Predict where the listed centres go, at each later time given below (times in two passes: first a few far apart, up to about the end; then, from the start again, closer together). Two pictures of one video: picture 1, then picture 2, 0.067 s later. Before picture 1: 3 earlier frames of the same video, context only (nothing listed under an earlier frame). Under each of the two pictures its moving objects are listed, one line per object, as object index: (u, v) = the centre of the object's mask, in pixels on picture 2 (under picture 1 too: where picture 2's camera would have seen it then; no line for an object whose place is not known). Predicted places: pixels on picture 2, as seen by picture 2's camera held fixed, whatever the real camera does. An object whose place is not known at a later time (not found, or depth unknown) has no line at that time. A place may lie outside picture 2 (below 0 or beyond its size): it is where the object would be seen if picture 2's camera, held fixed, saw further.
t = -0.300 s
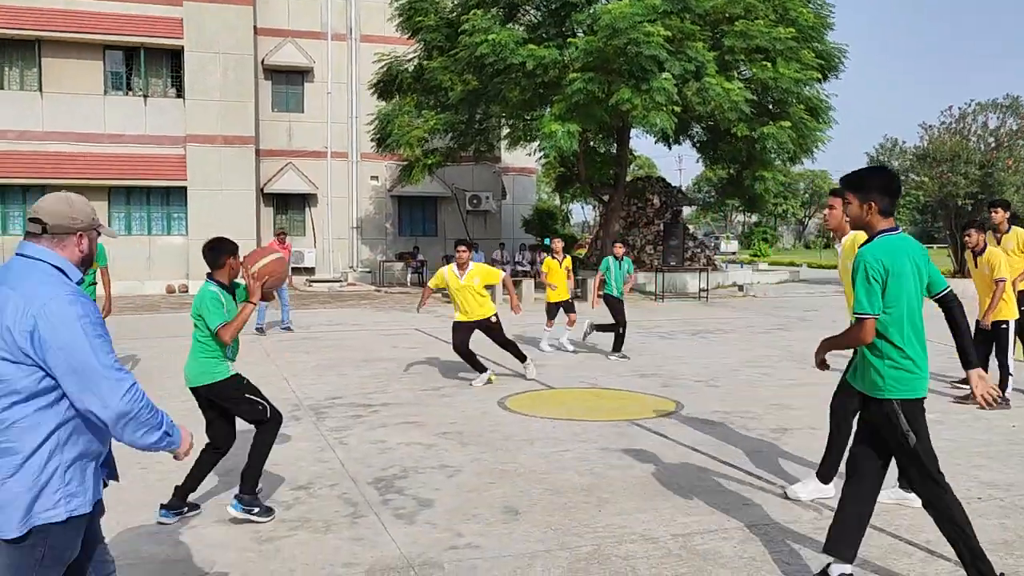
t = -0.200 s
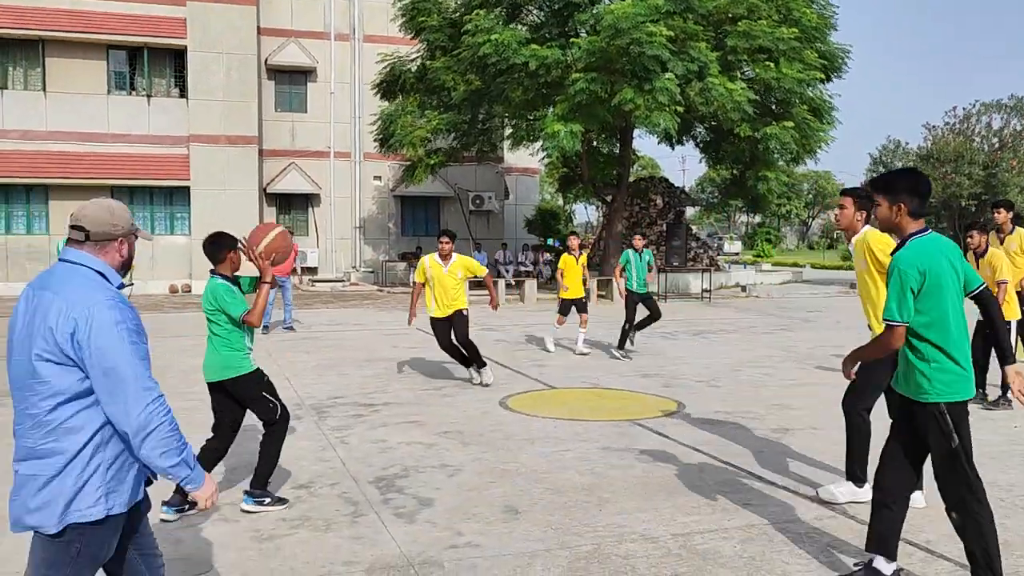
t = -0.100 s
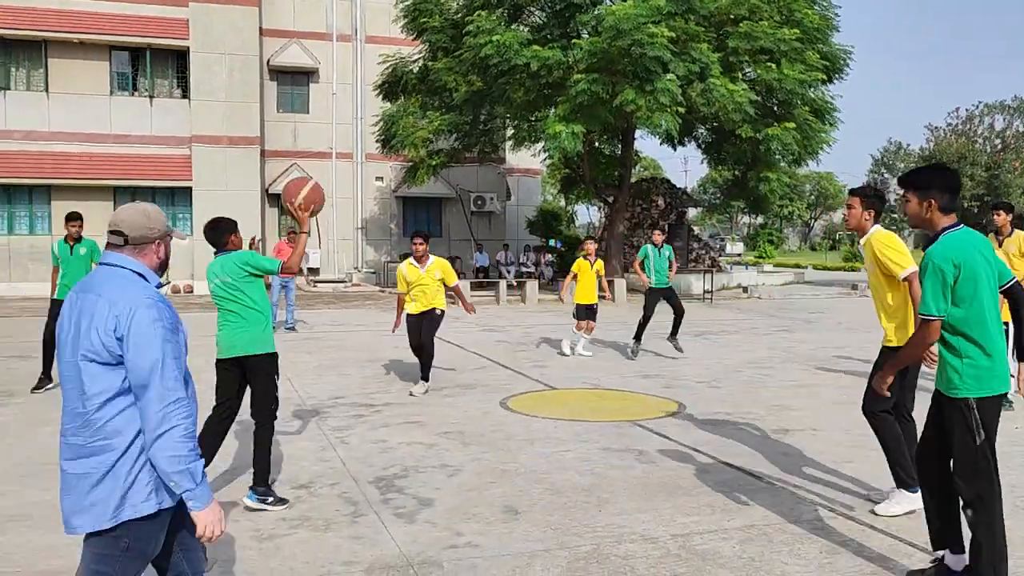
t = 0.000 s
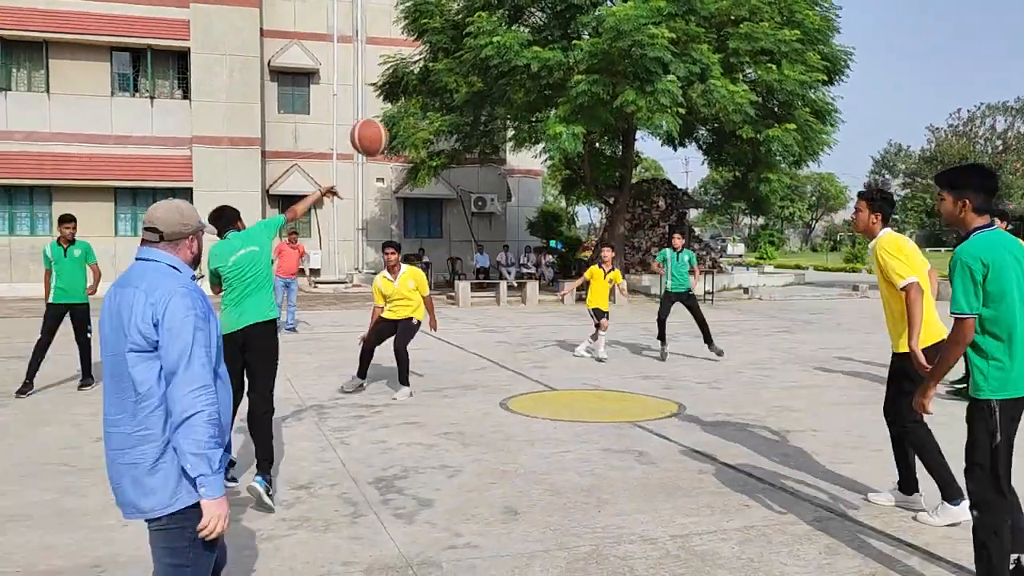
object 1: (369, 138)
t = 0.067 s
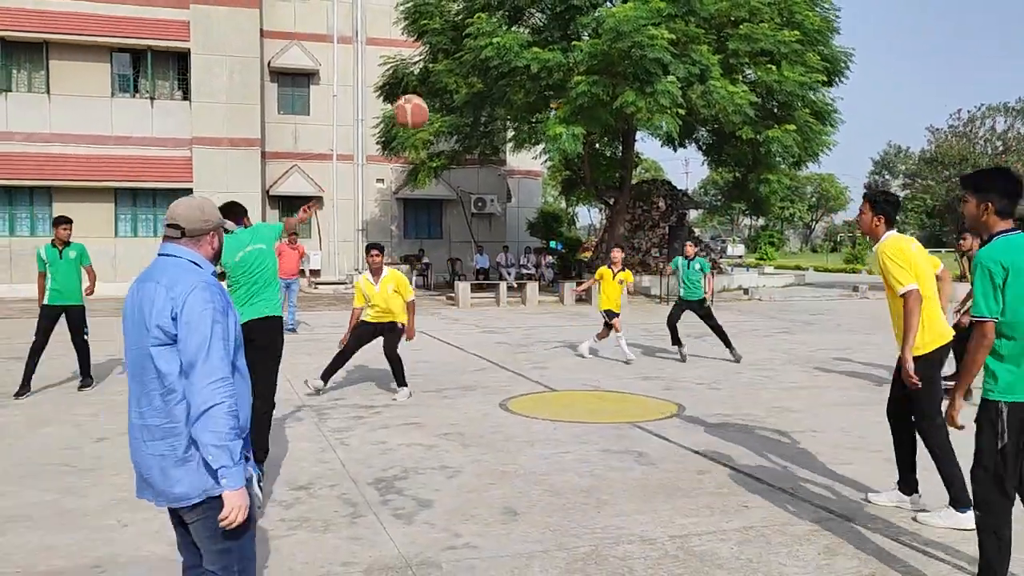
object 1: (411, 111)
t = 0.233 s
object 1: (493, 84)
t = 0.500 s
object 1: (582, 111)
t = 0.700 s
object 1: (628, 165)
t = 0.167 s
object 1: (463, 90)
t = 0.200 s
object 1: (478, 87)
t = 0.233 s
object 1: (493, 84)
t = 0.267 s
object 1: (506, 84)
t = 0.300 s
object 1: (519, 84)
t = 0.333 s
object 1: (531, 87)
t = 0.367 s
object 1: (543, 90)
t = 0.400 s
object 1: (553, 94)
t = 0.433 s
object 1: (563, 98)
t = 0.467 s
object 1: (573, 105)
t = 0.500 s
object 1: (582, 111)
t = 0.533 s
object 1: (590, 118)
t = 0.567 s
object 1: (598, 126)
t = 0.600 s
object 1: (606, 135)
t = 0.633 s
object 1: (613, 144)
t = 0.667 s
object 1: (621, 155)
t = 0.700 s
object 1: (628, 165)
